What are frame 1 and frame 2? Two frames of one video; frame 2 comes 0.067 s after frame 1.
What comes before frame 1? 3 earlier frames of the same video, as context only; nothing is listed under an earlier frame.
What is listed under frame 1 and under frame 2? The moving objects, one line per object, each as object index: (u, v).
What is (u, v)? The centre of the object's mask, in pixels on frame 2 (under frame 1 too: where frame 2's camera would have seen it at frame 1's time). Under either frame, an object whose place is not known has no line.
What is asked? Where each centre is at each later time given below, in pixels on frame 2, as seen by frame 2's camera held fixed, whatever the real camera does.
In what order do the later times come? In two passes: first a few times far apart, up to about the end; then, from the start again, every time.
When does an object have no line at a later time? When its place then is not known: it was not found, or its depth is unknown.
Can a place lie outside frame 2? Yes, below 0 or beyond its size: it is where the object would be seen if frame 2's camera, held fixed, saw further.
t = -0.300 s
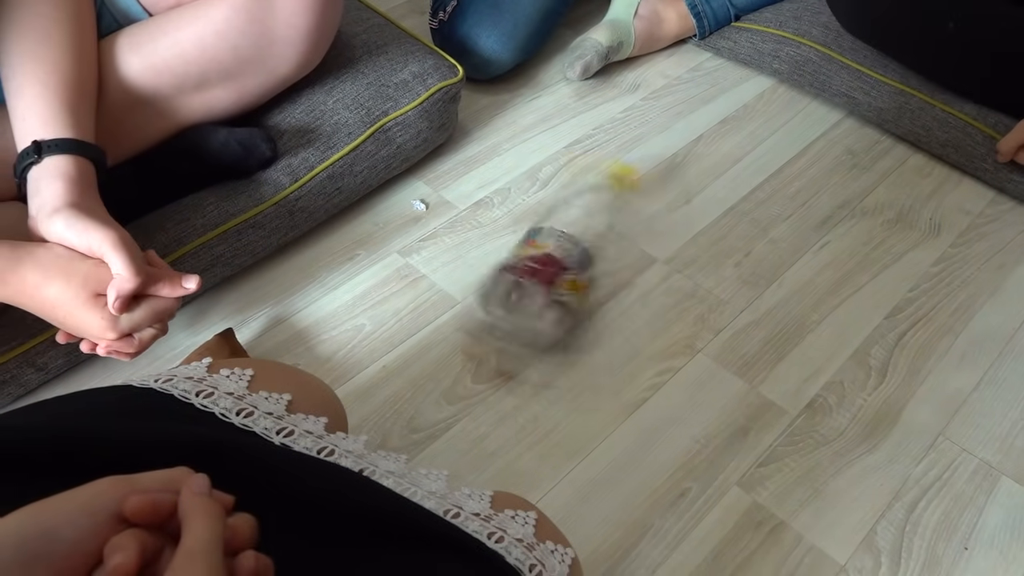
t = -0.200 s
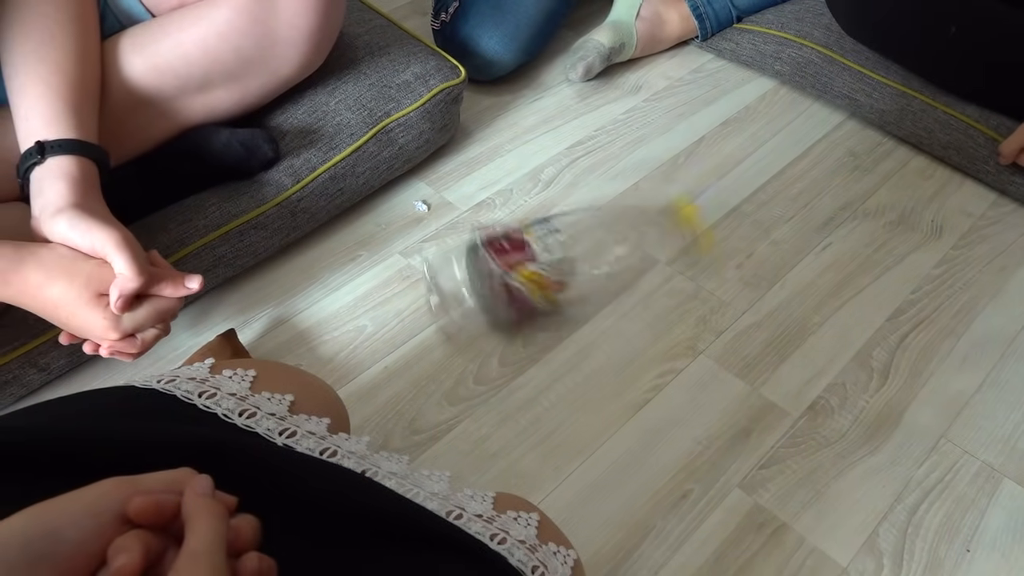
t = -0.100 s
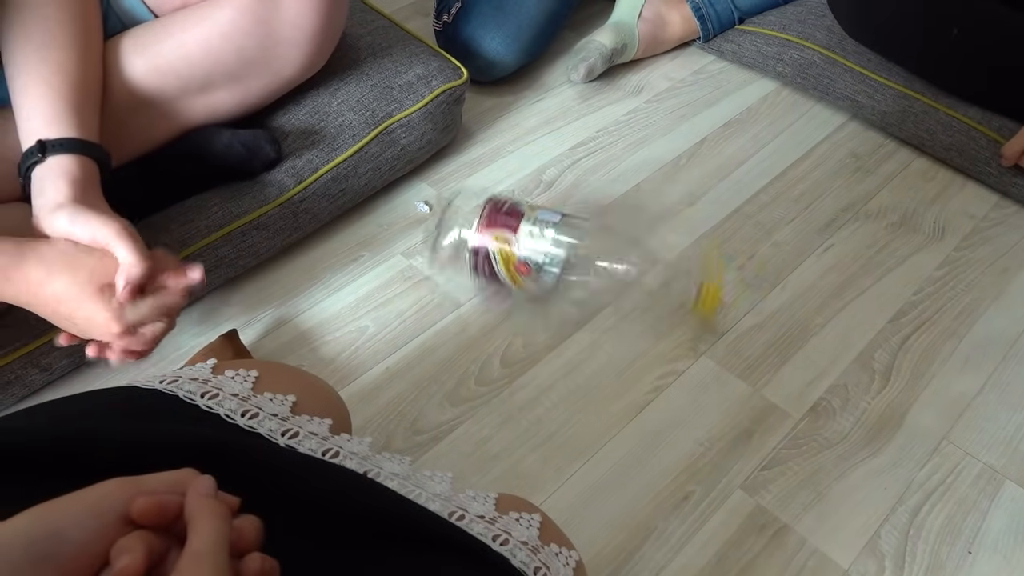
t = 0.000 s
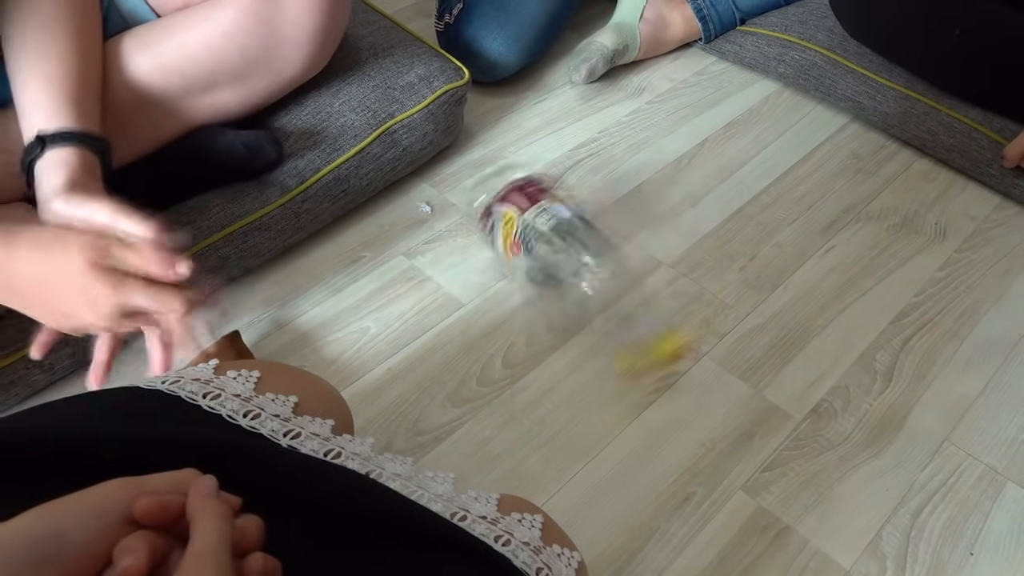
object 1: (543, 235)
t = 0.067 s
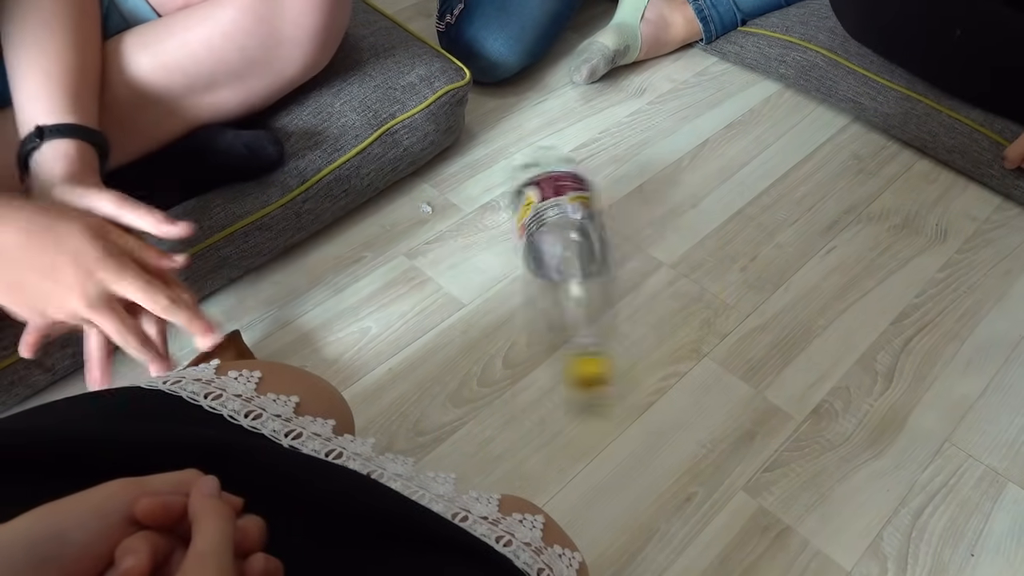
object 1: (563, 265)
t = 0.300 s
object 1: (569, 258)
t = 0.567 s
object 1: (565, 265)
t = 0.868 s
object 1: (550, 254)
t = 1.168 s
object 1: (577, 229)
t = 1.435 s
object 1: (564, 252)
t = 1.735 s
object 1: (553, 260)
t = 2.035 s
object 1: (537, 243)
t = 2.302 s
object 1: (546, 240)
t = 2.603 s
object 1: (540, 247)
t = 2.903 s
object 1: (559, 237)
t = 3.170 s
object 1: (554, 241)
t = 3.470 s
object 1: (520, 239)
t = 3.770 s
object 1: (529, 225)
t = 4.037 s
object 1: (536, 229)
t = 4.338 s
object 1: (523, 240)
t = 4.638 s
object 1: (518, 232)
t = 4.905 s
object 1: (529, 235)
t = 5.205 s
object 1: (531, 246)
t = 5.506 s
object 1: (529, 261)
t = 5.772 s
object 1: (512, 270)
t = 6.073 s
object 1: (484, 268)
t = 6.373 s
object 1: (455, 253)
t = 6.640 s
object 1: (451, 243)
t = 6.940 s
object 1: (450, 239)
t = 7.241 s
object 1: (451, 245)
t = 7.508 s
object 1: (446, 257)
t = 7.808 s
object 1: (445, 264)
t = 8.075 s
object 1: (445, 271)
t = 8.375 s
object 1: (442, 281)
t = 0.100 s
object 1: (567, 271)
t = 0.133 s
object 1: (564, 271)
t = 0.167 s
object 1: (563, 272)
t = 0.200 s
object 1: (584, 242)
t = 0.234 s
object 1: (563, 256)
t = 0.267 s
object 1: (562, 257)
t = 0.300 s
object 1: (569, 258)
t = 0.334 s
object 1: (569, 255)
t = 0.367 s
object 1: (549, 248)
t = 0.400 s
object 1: (566, 251)
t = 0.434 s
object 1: (577, 259)
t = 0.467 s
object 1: (577, 262)
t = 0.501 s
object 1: (568, 260)
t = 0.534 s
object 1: (566, 261)
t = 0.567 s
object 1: (565, 265)
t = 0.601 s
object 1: (564, 264)
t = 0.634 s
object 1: (561, 269)
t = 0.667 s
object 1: (557, 273)
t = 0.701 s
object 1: (560, 268)
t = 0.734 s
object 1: (555, 263)
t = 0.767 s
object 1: (561, 258)
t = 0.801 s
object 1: (561, 259)
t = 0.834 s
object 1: (561, 256)
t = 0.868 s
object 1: (550, 254)
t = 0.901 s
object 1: (534, 245)
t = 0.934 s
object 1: (531, 239)
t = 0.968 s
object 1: (534, 235)
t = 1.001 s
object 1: (539, 233)
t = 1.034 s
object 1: (545, 229)
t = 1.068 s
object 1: (563, 256)
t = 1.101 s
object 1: (565, 263)
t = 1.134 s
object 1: (563, 269)
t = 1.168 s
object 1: (577, 229)
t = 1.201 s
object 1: (583, 231)
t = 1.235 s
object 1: (583, 236)
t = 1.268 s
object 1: (560, 255)
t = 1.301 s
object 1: (557, 255)
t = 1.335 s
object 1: (560, 254)
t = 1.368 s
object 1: (560, 253)
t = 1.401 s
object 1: (566, 251)
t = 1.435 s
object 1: (564, 252)
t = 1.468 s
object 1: (573, 254)
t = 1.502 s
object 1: (575, 255)
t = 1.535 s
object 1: (562, 249)
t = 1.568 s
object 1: (563, 252)
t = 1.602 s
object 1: (560, 251)
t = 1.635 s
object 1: (563, 260)
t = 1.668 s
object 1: (563, 271)
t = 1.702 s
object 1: (556, 261)
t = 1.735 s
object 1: (553, 260)
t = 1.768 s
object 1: (549, 258)
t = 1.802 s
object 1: (545, 256)
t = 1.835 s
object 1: (539, 259)
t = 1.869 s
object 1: (536, 257)
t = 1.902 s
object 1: (536, 253)
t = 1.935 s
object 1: (540, 251)
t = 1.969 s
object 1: (538, 248)
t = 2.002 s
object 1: (539, 243)
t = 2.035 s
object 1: (537, 243)
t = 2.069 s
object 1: (535, 240)
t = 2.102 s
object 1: (543, 242)
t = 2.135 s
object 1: (531, 236)
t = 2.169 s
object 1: (530, 235)
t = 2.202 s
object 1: (547, 243)
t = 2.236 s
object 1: (550, 245)
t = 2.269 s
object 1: (549, 245)
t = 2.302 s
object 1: (546, 240)
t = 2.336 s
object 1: (548, 243)
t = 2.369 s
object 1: (548, 248)
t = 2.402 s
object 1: (547, 250)
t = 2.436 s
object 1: (547, 248)
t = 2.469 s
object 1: (545, 247)
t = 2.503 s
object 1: (543, 241)
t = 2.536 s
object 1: (540, 251)
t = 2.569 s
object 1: (541, 248)
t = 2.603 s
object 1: (540, 247)
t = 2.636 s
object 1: (543, 244)
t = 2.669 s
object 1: (546, 239)
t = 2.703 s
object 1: (546, 238)
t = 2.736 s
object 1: (544, 237)
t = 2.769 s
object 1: (544, 237)
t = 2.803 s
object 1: (551, 235)
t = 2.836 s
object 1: (552, 236)
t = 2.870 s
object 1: (556, 236)
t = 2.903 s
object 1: (559, 237)
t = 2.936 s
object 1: (552, 233)
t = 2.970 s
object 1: (552, 233)
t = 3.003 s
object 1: (551, 235)
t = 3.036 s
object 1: (557, 238)
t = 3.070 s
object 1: (556, 240)
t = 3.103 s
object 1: (557, 248)
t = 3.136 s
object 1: (553, 242)
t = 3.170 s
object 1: (554, 241)
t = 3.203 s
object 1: (551, 245)
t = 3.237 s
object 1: (548, 244)
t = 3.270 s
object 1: (545, 253)
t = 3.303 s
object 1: (542, 242)
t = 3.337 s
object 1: (535, 243)
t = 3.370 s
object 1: (533, 241)
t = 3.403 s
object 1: (530, 243)
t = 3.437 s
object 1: (527, 241)
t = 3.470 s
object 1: (520, 239)
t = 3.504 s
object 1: (533, 237)
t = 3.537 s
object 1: (530, 235)
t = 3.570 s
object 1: (530, 232)
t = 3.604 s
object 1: (529, 230)
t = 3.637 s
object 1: (525, 230)
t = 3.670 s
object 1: (525, 228)
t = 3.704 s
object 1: (525, 226)
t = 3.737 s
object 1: (527, 226)
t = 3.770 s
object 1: (529, 225)
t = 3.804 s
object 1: (529, 224)
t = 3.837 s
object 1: (527, 223)
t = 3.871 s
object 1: (531, 226)
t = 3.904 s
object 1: (534, 227)
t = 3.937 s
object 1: (537, 228)
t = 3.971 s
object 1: (538, 228)
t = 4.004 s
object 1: (536, 228)
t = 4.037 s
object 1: (536, 229)
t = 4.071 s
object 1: (535, 230)
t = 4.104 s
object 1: (533, 227)
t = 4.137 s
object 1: (533, 229)
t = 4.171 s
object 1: (534, 237)
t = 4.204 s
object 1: (531, 235)
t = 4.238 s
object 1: (529, 235)
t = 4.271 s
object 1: (527, 233)
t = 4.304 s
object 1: (526, 233)
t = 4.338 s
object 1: (523, 240)
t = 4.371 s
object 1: (521, 241)
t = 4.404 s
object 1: (516, 229)
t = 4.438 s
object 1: (517, 226)
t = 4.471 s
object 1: (518, 228)
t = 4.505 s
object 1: (516, 231)
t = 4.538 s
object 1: (515, 231)
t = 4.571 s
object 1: (517, 231)
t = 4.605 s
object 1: (517, 231)
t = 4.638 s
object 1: (518, 232)
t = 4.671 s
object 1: (520, 231)
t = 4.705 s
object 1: (521, 230)
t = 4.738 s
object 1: (519, 231)
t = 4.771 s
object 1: (522, 232)
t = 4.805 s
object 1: (524, 232)
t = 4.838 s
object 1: (527, 233)
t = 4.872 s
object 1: (527, 233)
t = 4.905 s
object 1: (529, 235)
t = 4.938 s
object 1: (531, 236)
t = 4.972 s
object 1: (531, 237)
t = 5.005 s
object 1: (530, 237)
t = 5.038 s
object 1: (532, 239)
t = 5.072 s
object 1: (531, 241)
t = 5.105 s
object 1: (532, 243)
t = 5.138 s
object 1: (530, 244)
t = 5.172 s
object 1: (529, 245)
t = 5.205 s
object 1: (531, 246)
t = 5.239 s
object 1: (535, 248)
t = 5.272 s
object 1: (536, 250)
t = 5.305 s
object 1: (536, 251)
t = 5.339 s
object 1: (533, 252)
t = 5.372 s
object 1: (531, 253)
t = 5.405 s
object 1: (531, 255)
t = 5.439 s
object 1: (528, 256)
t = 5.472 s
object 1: (528, 257)
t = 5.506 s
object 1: (529, 261)
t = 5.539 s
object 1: (527, 264)
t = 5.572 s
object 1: (522, 262)
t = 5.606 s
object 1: (521, 262)
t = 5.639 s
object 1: (520, 264)
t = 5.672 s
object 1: (519, 265)
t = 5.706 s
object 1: (517, 271)
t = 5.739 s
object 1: (514, 270)
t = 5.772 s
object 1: (512, 270)
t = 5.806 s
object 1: (510, 271)
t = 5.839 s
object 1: (507, 272)
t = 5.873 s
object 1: (504, 274)
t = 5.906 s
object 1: (501, 274)
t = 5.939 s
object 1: (498, 276)
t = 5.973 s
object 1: (496, 275)
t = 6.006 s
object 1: (493, 273)
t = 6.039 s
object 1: (490, 269)
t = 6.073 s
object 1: (484, 268)
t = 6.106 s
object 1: (479, 267)
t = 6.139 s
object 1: (476, 266)
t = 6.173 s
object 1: (474, 266)
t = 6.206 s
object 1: (472, 263)
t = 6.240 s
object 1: (469, 262)
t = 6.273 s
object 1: (465, 258)
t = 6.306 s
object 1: (460, 257)
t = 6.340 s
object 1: (458, 255)
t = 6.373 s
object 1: (455, 253)
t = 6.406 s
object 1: (453, 252)
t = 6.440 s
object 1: (452, 251)
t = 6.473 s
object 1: (452, 249)
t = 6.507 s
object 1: (451, 248)
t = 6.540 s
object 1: (455, 245)
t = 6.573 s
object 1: (453, 244)
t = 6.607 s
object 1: (453, 243)
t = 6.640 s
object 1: (451, 243)
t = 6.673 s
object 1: (451, 242)
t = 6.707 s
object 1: (450, 241)
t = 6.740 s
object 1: (450, 240)
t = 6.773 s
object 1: (449, 239)
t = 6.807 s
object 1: (449, 238)
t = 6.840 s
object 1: (450, 238)
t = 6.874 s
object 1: (450, 238)
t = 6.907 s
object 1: (450, 238)
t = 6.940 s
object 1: (450, 239)
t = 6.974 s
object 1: (450, 239)
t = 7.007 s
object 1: (452, 239)
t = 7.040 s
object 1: (450, 240)
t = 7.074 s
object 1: (452, 240)
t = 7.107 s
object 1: (452, 240)
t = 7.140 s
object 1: (452, 241)
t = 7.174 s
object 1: (451, 243)
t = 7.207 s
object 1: (452, 244)
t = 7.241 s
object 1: (451, 245)
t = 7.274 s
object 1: (452, 247)
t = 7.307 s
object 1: (450, 249)
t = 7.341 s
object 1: (449, 251)
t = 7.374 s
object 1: (448, 252)
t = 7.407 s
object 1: (450, 254)
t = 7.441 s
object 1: (448, 254)
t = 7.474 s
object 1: (447, 256)
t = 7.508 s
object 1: (446, 257)
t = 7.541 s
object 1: (448, 260)
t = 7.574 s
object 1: (449, 262)
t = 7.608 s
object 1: (450, 263)
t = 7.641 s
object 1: (448, 263)
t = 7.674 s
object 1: (447, 263)
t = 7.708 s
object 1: (446, 264)
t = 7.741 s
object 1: (445, 265)
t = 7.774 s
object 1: (447, 266)
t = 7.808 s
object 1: (445, 264)
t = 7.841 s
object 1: (445, 266)
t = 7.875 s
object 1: (445, 267)
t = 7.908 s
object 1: (445, 268)
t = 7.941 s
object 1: (444, 269)
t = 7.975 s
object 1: (445, 270)
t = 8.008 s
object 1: (444, 270)
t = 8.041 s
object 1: (449, 278)
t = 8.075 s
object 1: (445, 271)
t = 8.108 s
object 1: (442, 270)
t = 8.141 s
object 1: (446, 279)
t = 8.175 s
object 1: (442, 273)
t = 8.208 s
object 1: (445, 280)
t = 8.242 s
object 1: (444, 277)
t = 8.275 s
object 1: (445, 281)
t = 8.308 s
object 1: (441, 274)
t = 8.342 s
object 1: (442, 280)
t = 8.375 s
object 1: (442, 281)
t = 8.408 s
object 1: (441, 281)
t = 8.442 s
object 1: (440, 281)
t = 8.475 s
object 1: (438, 277)
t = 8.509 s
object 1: (437, 277)
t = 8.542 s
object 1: (438, 282)
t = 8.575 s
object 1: (436, 278)
